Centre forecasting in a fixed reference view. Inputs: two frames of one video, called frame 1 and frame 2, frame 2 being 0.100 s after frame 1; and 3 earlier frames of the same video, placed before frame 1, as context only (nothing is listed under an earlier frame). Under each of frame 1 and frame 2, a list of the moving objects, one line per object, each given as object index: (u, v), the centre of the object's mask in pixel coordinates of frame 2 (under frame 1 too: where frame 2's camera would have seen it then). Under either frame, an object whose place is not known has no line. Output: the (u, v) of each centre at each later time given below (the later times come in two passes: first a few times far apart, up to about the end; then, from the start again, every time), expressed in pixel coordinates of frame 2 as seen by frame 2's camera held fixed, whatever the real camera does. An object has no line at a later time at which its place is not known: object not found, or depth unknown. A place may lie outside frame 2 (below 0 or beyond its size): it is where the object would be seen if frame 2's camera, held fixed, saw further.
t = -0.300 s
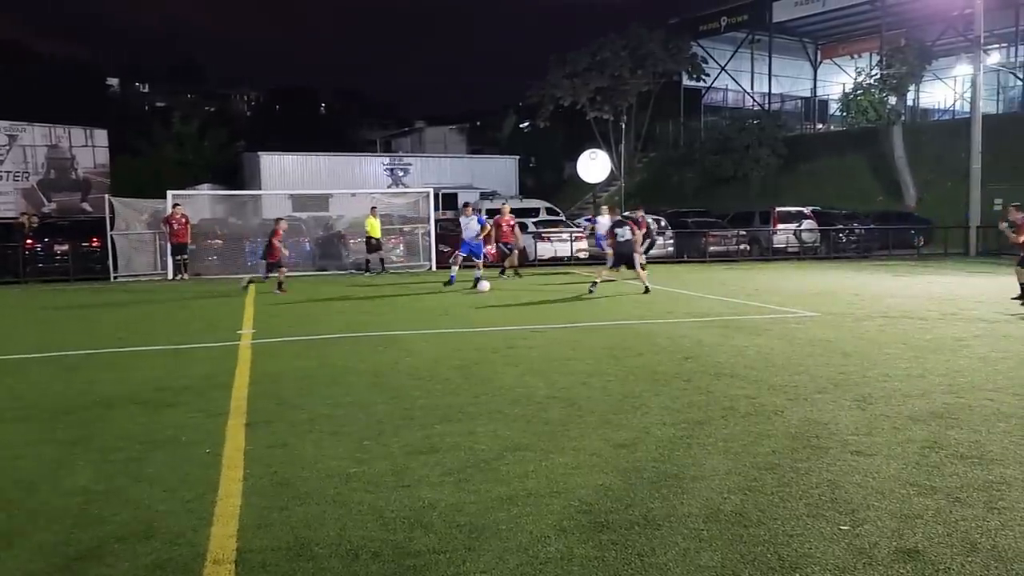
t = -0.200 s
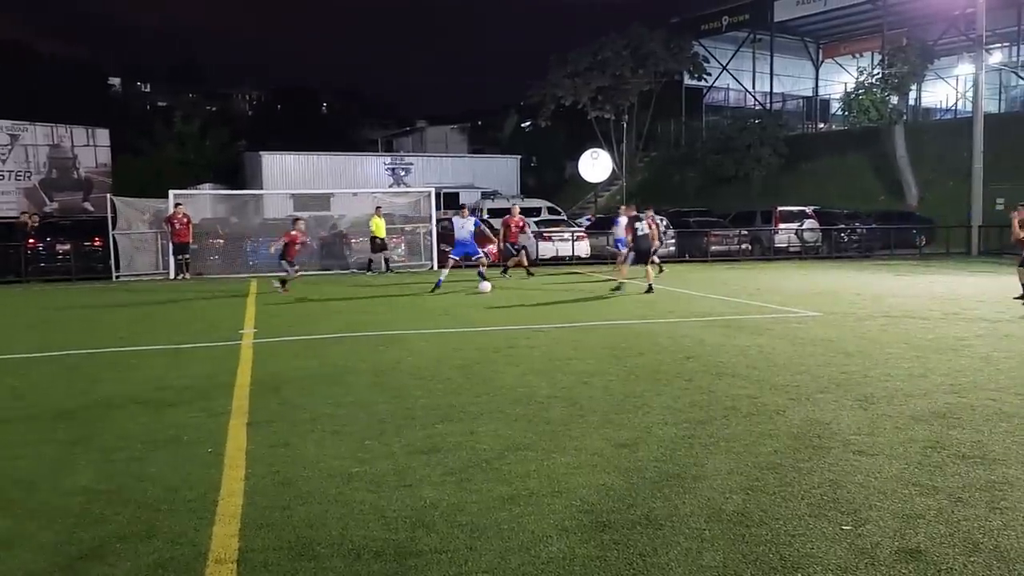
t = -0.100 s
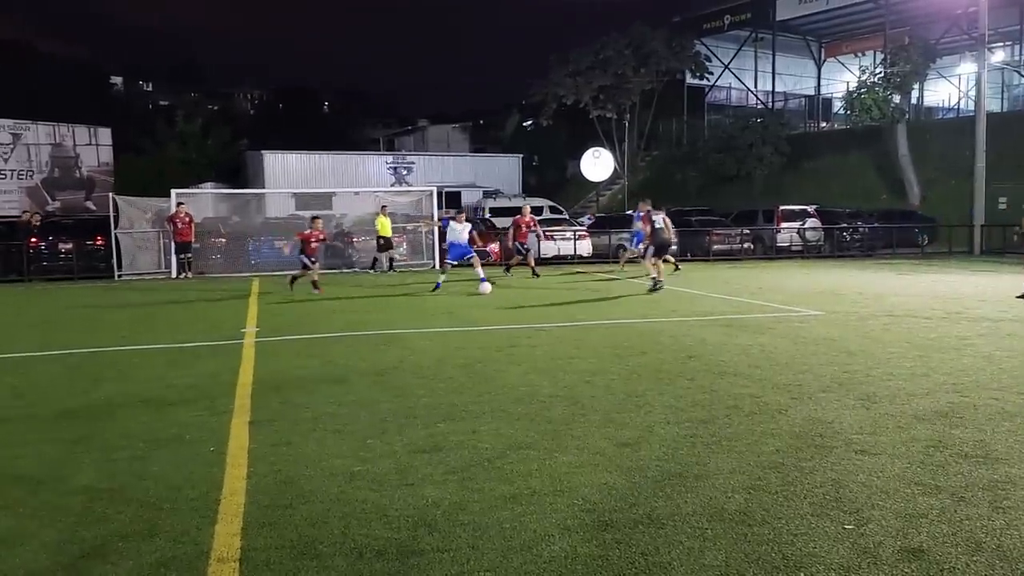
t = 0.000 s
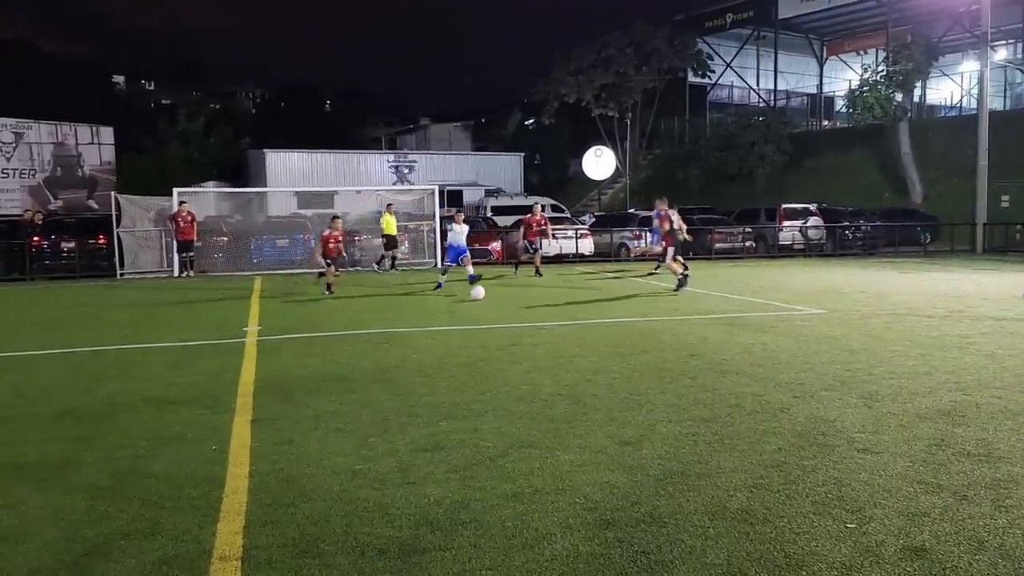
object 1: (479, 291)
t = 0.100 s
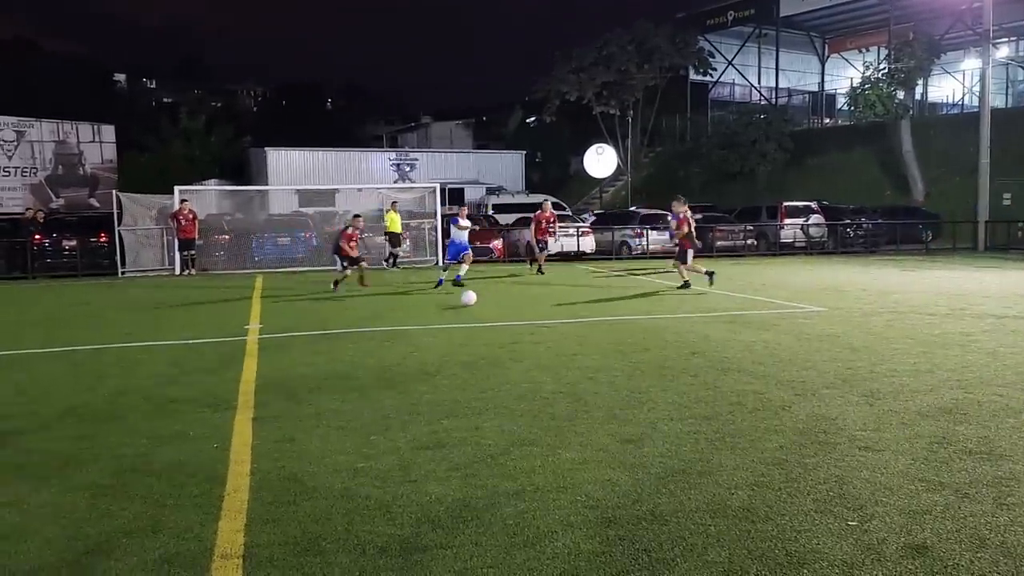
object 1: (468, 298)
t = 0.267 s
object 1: (447, 310)
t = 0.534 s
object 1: (399, 349)
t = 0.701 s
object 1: (356, 376)
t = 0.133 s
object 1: (464, 302)
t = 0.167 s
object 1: (460, 304)
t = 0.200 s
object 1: (456, 306)
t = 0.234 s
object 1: (452, 307)
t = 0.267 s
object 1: (447, 310)
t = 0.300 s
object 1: (442, 314)
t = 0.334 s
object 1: (437, 320)
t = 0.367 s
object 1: (431, 325)
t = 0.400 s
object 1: (425, 328)
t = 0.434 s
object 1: (419, 330)
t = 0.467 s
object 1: (413, 334)
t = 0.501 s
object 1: (406, 341)
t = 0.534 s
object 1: (399, 349)
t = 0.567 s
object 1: (391, 351)
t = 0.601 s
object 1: (383, 354)
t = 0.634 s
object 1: (375, 359)
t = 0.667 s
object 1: (366, 367)
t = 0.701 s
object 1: (356, 376)
